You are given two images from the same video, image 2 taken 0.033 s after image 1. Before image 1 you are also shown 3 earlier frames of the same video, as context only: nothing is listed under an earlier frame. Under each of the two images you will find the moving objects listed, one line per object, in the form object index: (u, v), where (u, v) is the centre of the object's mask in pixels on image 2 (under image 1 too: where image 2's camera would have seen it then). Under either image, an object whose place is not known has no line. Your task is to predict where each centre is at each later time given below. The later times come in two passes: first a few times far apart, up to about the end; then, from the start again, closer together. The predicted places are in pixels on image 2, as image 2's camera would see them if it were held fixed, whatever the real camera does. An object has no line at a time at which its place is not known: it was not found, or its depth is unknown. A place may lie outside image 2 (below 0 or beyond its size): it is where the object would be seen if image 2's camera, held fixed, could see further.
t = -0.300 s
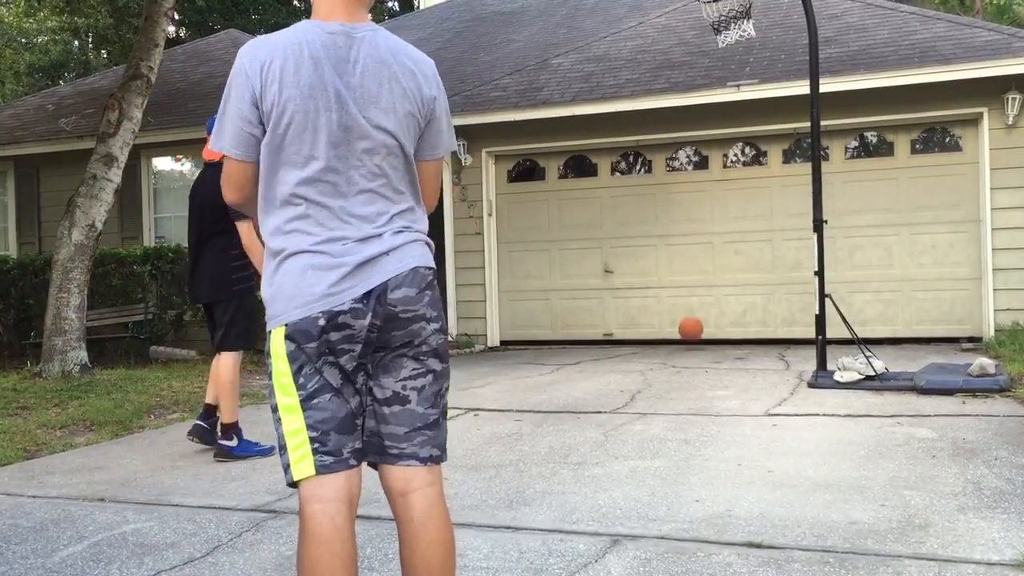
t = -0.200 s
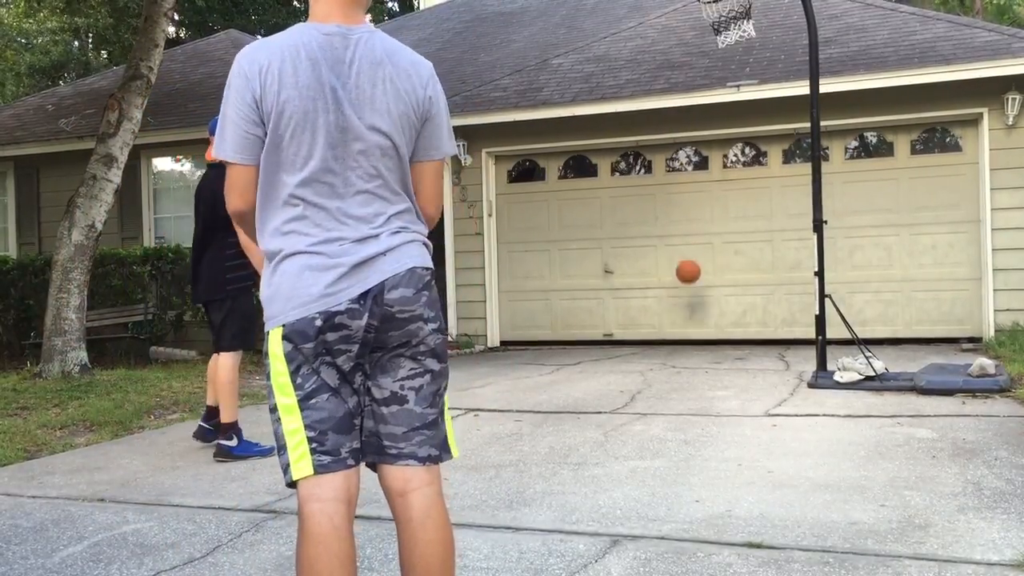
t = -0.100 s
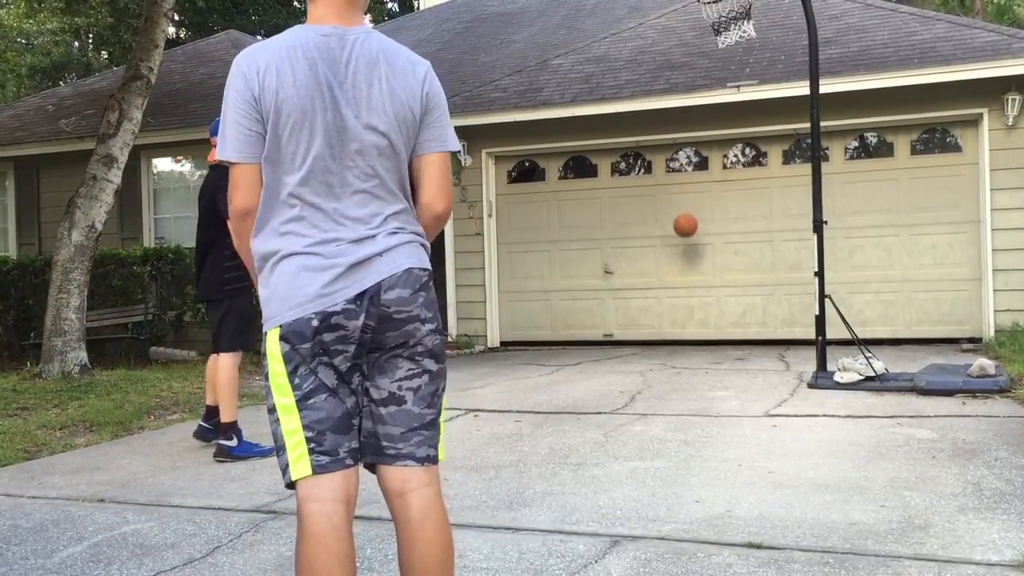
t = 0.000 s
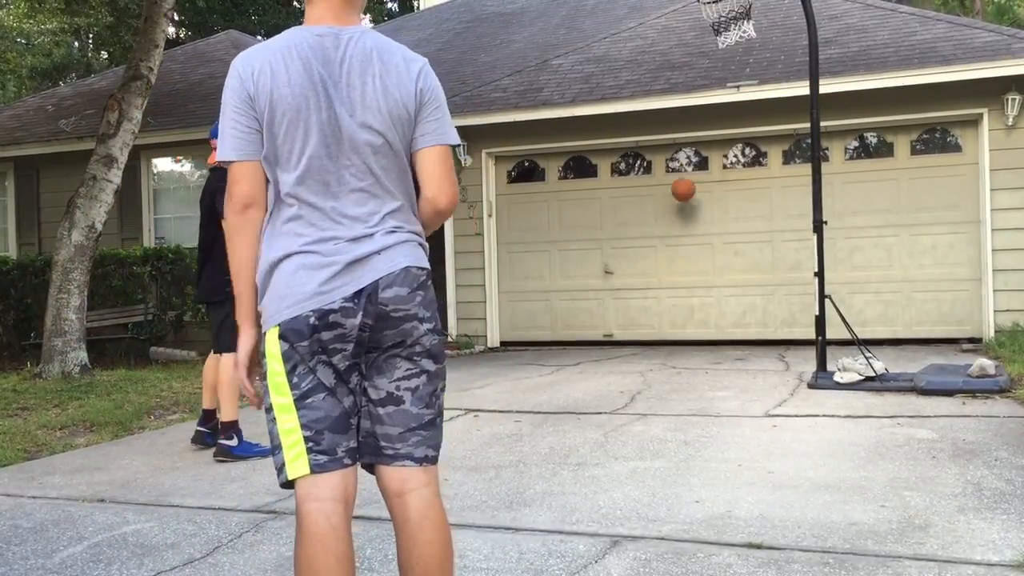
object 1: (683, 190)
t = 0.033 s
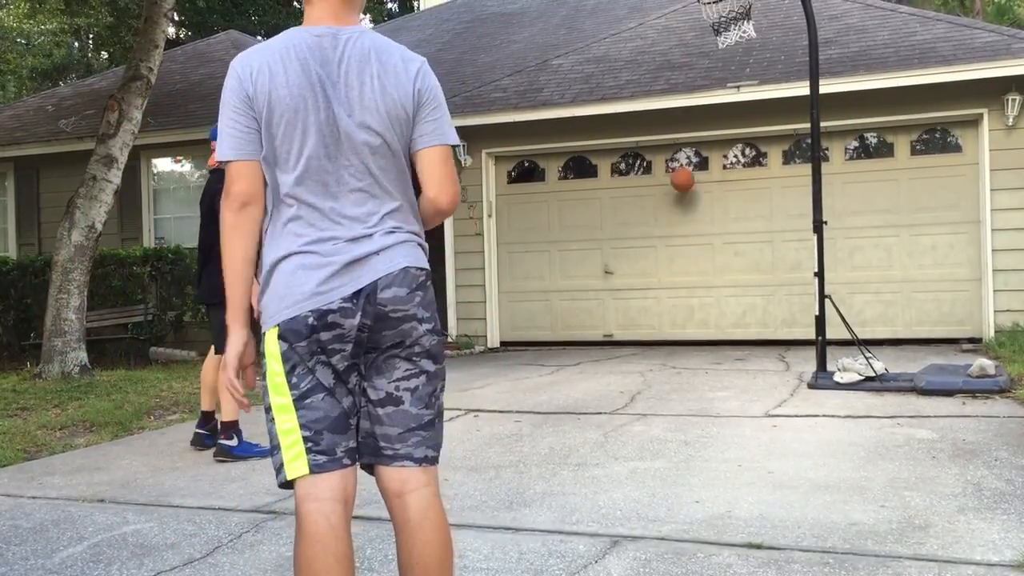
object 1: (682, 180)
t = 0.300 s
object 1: (698, 172)
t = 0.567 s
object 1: (735, 264)
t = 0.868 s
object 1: (757, 277)
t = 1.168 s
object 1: (764, 226)
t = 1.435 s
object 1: (772, 255)
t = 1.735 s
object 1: (784, 316)
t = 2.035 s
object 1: (798, 263)
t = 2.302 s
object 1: (808, 293)
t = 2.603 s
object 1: (833, 301)
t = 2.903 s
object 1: (843, 294)
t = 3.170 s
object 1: (857, 326)
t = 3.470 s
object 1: (876, 306)
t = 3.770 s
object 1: (896, 324)
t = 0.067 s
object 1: (682, 171)
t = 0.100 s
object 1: (681, 164)
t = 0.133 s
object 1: (680, 157)
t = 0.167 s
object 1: (680, 153)
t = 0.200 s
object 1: (684, 156)
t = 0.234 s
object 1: (689, 159)
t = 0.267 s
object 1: (693, 166)
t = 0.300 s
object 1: (698, 172)
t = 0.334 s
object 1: (702, 180)
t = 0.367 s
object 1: (707, 189)
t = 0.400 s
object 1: (712, 197)
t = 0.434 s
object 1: (716, 209)
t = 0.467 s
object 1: (721, 221)
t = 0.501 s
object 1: (726, 235)
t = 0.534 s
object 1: (730, 249)
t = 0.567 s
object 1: (735, 264)
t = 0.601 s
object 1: (739, 281)
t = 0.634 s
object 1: (744, 298)
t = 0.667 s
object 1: (748, 317)
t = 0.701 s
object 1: (752, 335)
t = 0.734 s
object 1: (754, 328)
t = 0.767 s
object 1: (755, 314)
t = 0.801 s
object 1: (755, 301)
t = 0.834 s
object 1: (756, 288)
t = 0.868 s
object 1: (757, 277)
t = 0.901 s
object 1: (757, 267)
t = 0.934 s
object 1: (758, 258)
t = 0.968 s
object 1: (759, 250)
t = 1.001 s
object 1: (759, 243)
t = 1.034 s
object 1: (761, 238)
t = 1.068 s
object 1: (761, 233)
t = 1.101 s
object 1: (762, 229)
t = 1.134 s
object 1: (763, 227)
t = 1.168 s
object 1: (764, 226)
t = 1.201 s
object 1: (765, 225)
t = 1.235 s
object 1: (766, 226)
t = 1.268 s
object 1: (767, 228)
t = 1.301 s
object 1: (767, 231)
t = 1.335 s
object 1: (769, 235)
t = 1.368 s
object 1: (770, 241)
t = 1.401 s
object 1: (771, 247)
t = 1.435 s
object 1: (772, 255)
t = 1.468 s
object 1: (773, 264)
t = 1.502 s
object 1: (774, 274)
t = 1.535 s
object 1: (775, 285)
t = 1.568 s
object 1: (777, 297)
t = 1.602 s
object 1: (778, 310)
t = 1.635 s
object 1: (780, 325)
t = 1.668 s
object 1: (781, 338)
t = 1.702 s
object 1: (782, 328)
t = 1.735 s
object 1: (784, 316)
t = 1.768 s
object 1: (785, 306)
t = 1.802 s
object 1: (787, 296)
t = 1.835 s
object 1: (788, 288)
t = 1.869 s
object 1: (790, 281)
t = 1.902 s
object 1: (791, 275)
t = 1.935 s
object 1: (793, 270)
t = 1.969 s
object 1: (795, 267)
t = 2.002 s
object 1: (797, 264)
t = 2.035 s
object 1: (798, 263)
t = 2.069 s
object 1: (800, 263)
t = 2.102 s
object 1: (801, 263)
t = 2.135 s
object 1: (802, 265)
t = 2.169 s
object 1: (803, 268)
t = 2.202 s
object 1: (804, 272)
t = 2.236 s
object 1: (806, 278)
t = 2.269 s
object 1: (807, 284)
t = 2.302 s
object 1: (808, 293)
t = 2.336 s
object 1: (809, 301)
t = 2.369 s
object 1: (810, 312)
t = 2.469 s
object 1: (831, 333)
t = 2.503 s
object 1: (831, 325)
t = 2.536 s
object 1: (830, 315)
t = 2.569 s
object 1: (832, 309)
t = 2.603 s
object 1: (833, 301)
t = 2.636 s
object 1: (833, 295)
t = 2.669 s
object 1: (834, 291)
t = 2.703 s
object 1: (835, 288)
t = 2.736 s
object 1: (836, 286)
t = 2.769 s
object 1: (837, 286)
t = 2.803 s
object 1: (838, 286)
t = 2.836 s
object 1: (839, 287)
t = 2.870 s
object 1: (841, 290)
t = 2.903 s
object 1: (843, 294)
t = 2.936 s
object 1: (845, 299)
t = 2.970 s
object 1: (847, 306)
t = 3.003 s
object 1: (848, 314)
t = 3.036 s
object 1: (850, 322)
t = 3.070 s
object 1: (852, 333)
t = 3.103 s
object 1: (854, 342)
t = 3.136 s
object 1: (856, 334)
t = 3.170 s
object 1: (857, 326)
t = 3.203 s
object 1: (860, 318)
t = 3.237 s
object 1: (861, 313)
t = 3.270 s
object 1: (863, 308)
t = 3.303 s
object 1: (865, 305)
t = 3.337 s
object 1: (867, 303)
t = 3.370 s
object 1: (870, 302)
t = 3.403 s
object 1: (872, 302)
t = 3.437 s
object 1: (874, 304)
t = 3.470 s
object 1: (876, 306)
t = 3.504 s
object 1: (879, 310)
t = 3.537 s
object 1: (881, 316)
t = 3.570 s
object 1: (883, 323)
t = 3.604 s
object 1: (886, 331)
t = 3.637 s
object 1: (888, 340)
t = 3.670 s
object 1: (890, 344)
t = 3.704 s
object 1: (892, 336)
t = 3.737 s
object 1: (894, 330)
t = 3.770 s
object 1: (896, 324)
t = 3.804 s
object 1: (898, 320)
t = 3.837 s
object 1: (900, 317)
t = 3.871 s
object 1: (902, 316)
